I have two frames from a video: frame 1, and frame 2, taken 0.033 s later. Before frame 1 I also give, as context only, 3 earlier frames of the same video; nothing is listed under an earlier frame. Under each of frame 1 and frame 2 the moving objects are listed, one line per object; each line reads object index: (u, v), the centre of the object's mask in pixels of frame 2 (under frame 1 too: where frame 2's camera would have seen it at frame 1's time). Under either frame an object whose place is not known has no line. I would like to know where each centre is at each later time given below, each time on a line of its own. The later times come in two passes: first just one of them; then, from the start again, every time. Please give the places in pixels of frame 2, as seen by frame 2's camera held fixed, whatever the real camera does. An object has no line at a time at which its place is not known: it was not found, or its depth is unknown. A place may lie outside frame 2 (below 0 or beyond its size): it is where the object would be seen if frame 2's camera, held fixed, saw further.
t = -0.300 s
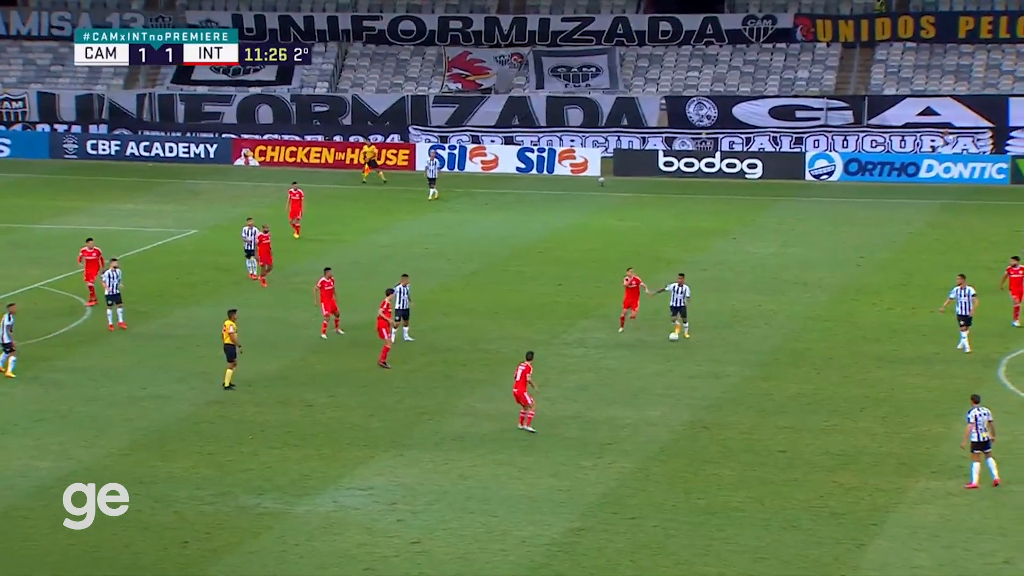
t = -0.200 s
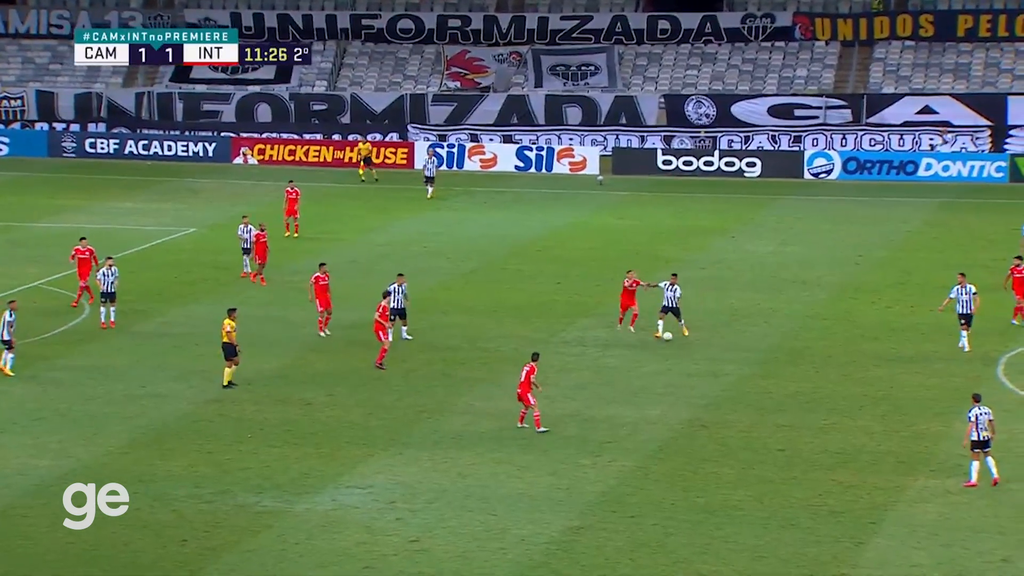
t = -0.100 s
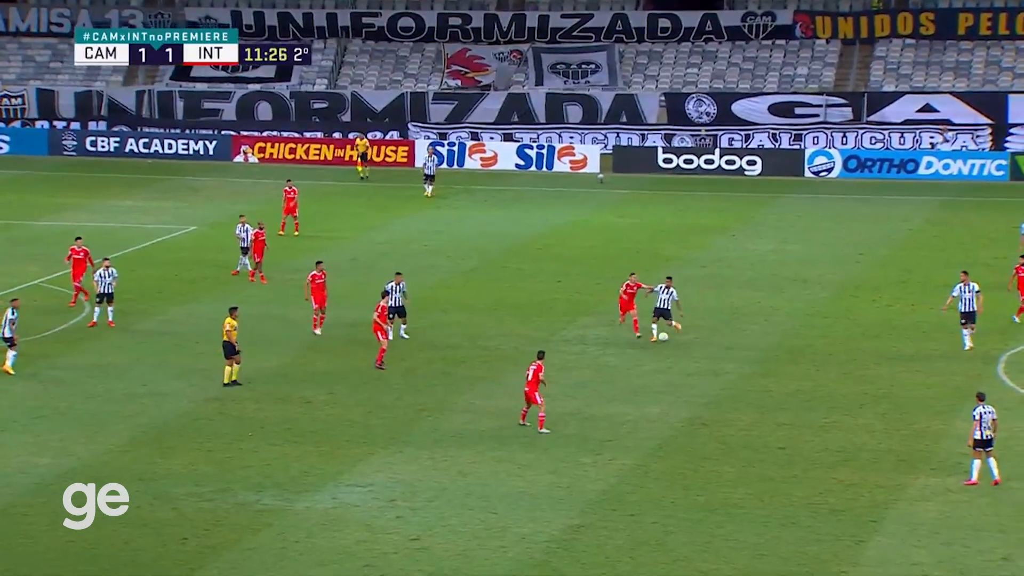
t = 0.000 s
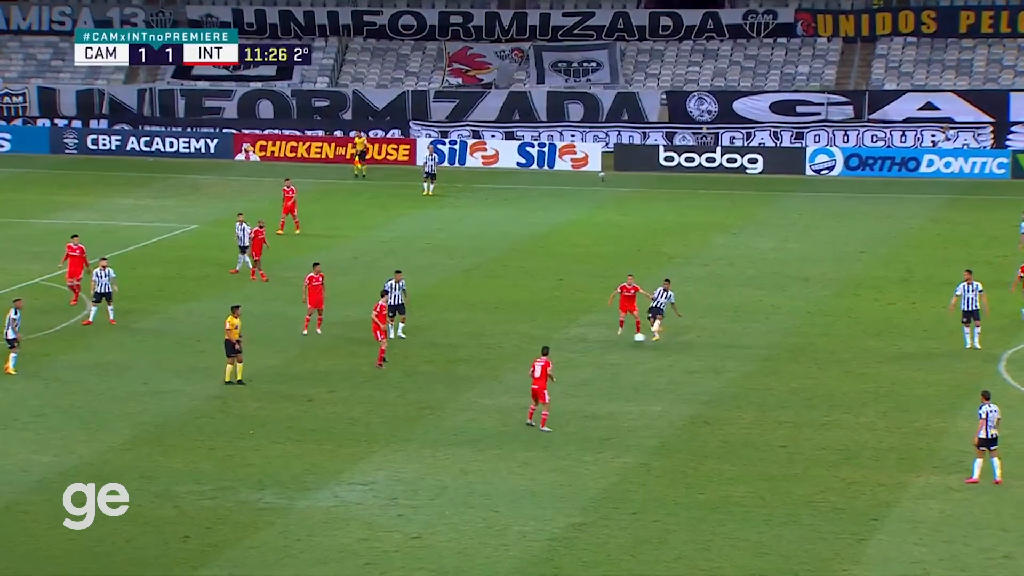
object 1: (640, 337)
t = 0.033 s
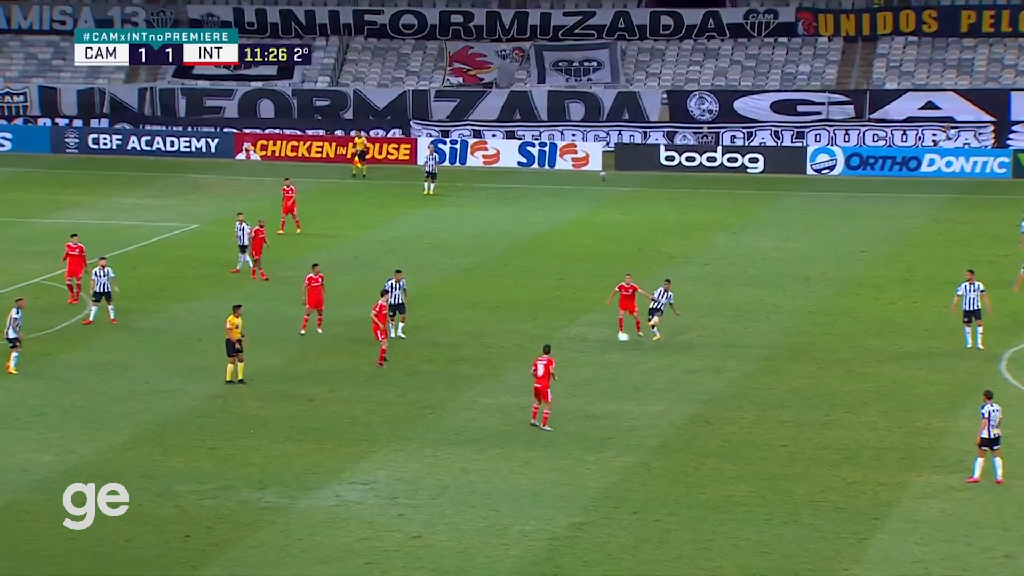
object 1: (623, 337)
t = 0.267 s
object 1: (495, 358)
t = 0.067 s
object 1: (606, 338)
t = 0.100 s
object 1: (588, 340)
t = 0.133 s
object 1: (570, 343)
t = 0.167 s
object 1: (553, 344)
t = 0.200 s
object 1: (533, 349)
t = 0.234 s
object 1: (514, 353)
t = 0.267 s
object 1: (495, 358)
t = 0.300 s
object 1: (475, 363)
